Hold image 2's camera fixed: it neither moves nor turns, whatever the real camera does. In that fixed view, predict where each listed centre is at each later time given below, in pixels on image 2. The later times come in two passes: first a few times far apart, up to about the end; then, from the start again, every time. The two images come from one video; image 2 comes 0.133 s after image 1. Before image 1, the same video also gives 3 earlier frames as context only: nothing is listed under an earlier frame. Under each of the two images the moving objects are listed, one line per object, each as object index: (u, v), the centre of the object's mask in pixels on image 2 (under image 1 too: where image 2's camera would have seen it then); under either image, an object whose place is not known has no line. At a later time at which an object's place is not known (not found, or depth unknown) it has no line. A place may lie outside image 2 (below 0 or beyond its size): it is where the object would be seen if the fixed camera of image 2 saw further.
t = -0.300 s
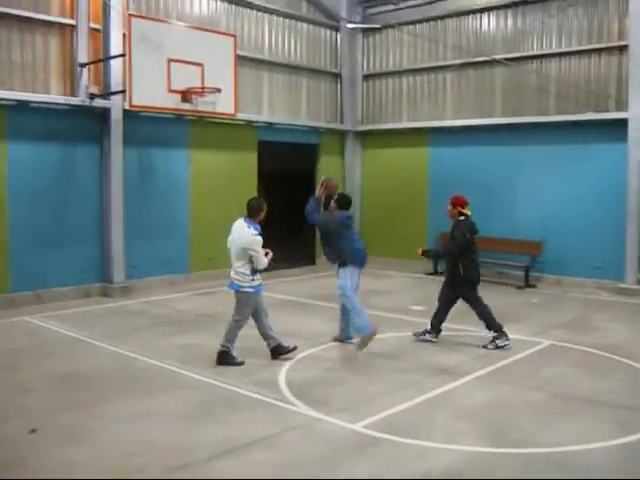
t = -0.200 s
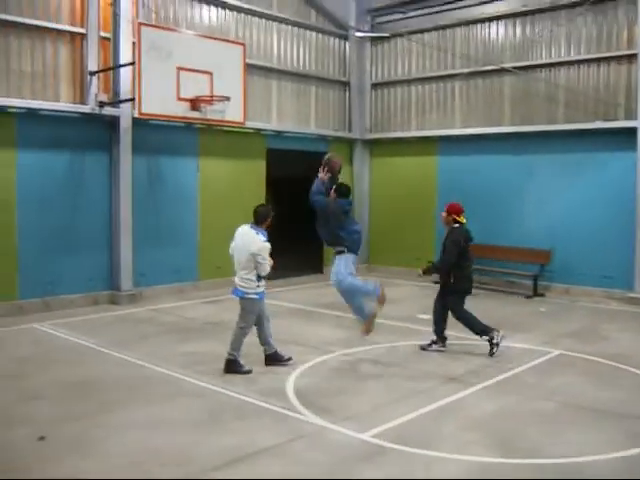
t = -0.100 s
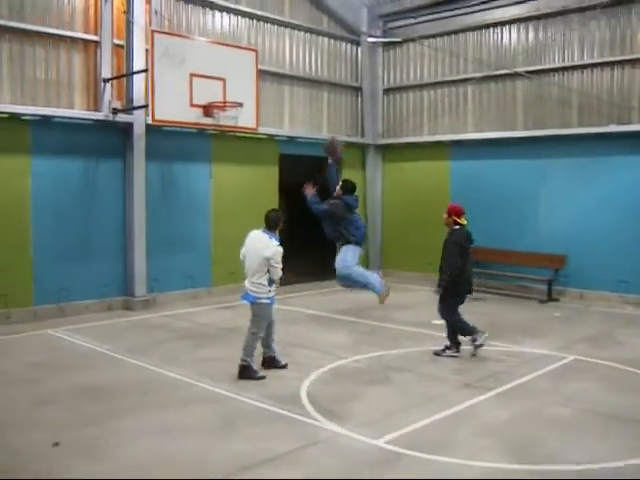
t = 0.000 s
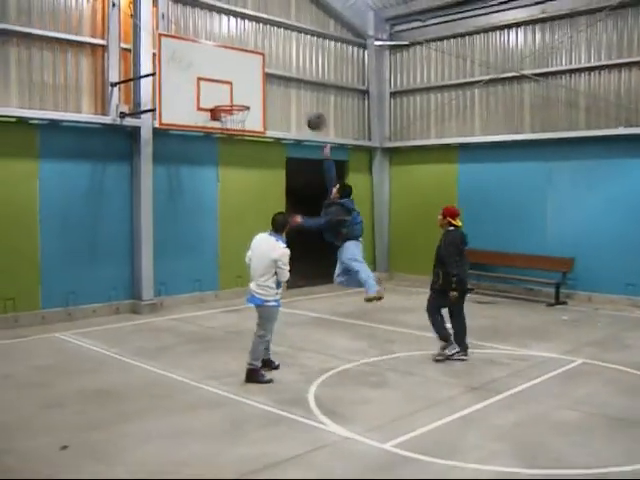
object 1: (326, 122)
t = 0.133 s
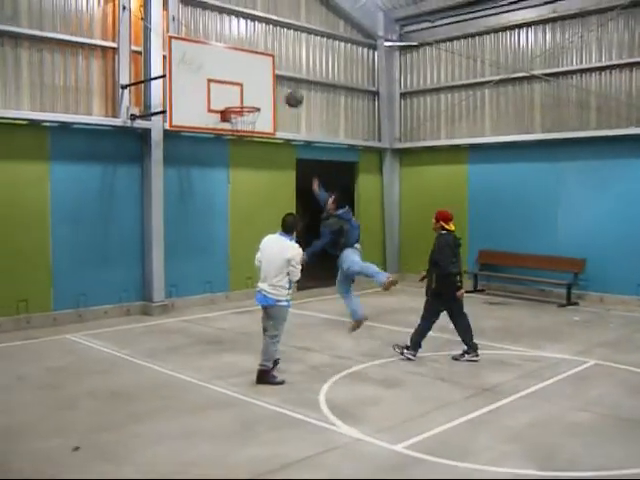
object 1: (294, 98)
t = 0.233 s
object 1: (271, 90)
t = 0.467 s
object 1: (222, 101)
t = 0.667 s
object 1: (224, 96)
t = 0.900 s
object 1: (224, 98)
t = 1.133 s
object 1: (226, 136)
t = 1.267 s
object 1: (225, 178)
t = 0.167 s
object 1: (286, 93)
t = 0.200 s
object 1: (279, 92)
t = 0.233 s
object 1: (271, 90)
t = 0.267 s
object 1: (264, 89)
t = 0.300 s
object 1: (257, 89)
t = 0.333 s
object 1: (250, 89)
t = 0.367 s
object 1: (243, 92)
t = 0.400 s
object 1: (236, 93)
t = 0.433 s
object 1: (230, 96)
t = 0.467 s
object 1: (222, 101)
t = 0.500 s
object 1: (221, 101)
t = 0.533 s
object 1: (222, 99)
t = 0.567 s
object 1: (223, 97)
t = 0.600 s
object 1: (223, 96)
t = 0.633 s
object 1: (223, 96)
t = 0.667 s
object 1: (224, 96)
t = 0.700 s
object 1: (224, 97)
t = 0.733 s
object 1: (224, 98)
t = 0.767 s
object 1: (224, 97)
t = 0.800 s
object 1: (224, 96)
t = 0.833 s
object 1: (224, 96)
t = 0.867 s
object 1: (224, 96)
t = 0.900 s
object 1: (224, 98)
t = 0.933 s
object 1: (224, 100)
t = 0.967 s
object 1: (224, 104)
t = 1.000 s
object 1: (224, 108)
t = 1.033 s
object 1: (224, 115)
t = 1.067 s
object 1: (224, 120)
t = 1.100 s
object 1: (225, 127)
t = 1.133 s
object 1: (226, 136)
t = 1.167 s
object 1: (226, 144)
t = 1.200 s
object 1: (224, 154)
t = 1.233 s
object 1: (224, 164)
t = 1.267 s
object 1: (225, 178)
